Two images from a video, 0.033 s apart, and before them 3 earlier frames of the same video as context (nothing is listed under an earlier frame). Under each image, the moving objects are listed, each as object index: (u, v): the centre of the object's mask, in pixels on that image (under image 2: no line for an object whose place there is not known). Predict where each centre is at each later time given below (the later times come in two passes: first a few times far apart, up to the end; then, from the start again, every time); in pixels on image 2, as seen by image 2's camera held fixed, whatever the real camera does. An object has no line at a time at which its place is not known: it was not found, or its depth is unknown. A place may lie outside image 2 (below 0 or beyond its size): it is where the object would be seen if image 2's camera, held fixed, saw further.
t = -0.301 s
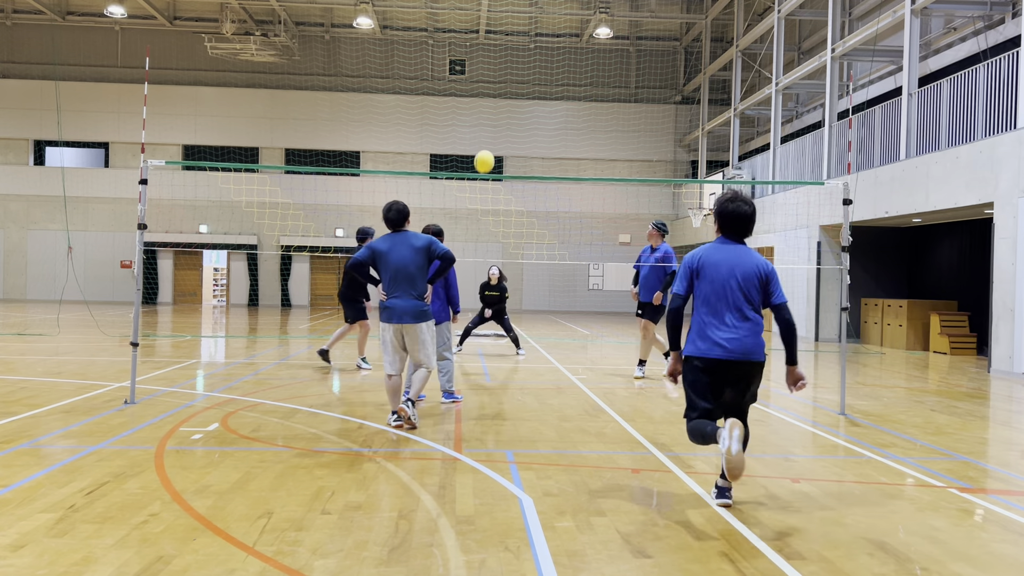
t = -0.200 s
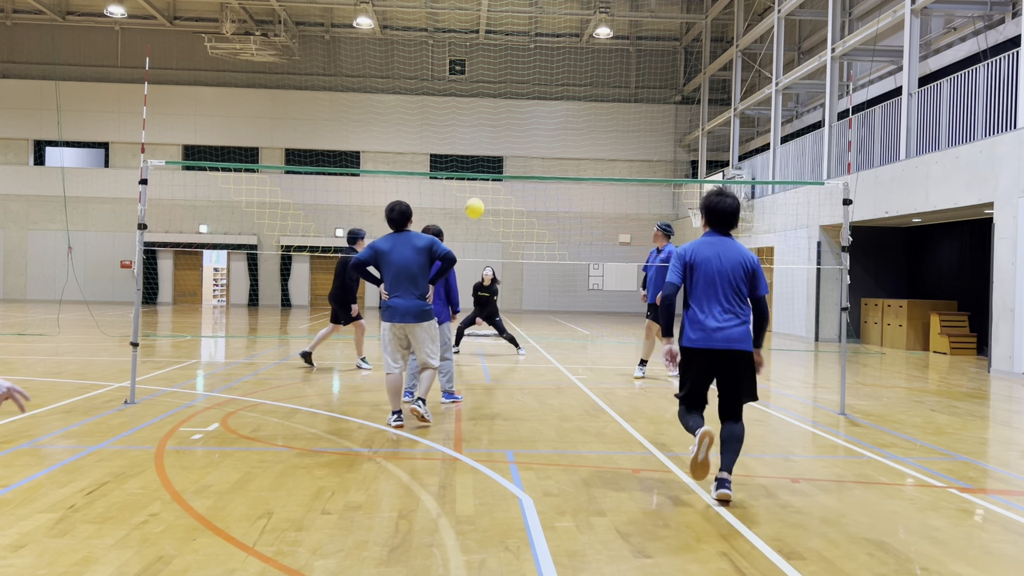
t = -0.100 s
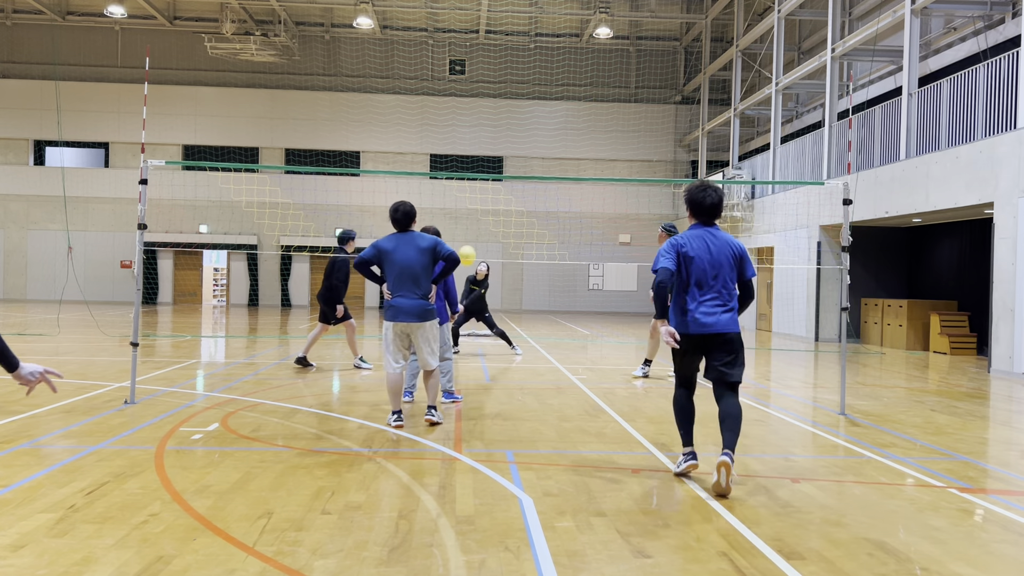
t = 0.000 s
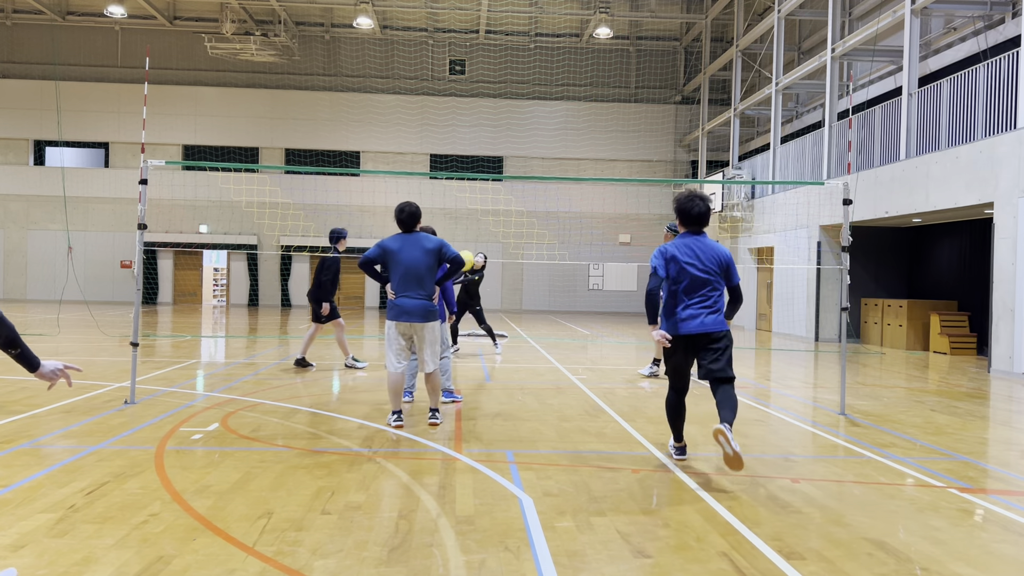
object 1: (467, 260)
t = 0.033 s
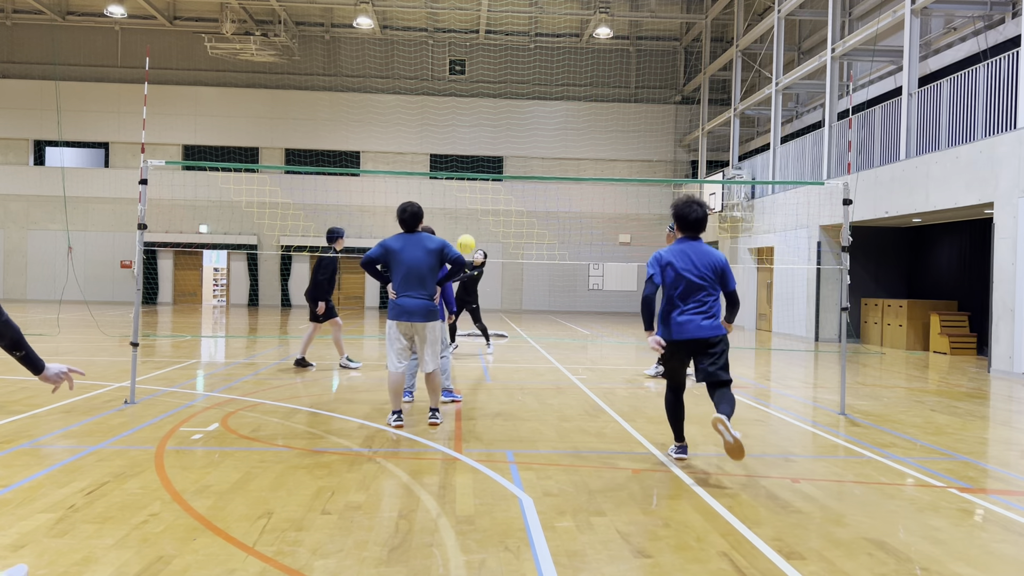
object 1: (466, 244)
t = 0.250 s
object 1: (474, 159)
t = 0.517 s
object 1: (486, 95)
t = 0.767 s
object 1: (497, 83)
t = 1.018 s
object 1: (509, 127)
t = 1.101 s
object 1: (514, 157)
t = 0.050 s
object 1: (466, 236)
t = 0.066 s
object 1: (467, 229)
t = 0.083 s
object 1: (468, 221)
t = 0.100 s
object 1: (468, 215)
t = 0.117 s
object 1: (469, 207)
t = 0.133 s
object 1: (469, 201)
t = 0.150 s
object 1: (470, 194)
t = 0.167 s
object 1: (470, 188)
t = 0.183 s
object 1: (471, 184)
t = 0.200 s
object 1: (472, 174)
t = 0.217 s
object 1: (472, 167)
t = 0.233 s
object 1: (473, 164)
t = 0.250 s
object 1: (474, 159)
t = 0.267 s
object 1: (474, 154)
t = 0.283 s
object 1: (475, 148)
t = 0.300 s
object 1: (476, 143)
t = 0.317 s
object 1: (477, 138)
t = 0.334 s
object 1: (477, 134)
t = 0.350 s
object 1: (478, 129)
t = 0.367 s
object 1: (479, 125)
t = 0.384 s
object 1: (480, 121)
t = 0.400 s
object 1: (480, 118)
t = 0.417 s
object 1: (481, 114)
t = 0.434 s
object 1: (482, 110)
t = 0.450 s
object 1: (483, 107)
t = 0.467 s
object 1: (483, 104)
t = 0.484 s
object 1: (484, 101)
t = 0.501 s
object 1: (485, 98)
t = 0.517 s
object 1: (486, 95)
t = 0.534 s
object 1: (486, 93)
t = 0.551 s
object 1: (487, 91)
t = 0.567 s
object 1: (488, 89)
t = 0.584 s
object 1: (489, 87)
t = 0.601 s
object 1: (490, 86)
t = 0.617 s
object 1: (490, 85)
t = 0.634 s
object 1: (491, 83)
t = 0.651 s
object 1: (492, 83)
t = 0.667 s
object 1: (492, 82)
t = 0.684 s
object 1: (493, 81)
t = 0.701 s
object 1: (494, 81)
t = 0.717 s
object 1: (495, 81)
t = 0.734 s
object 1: (496, 82)
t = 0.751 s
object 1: (496, 82)
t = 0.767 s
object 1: (497, 83)
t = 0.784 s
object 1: (498, 84)
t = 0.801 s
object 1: (499, 85)
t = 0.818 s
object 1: (500, 87)
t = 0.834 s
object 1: (500, 89)
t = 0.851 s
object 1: (501, 91)
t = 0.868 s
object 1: (502, 93)
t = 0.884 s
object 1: (503, 96)
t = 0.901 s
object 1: (504, 99)
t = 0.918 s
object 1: (504, 102)
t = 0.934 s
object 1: (505, 105)
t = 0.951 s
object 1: (506, 109)
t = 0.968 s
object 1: (507, 113)
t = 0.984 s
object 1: (508, 118)
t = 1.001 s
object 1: (508, 122)
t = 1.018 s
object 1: (509, 127)
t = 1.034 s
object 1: (510, 133)
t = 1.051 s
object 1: (511, 138)
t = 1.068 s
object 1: (512, 144)
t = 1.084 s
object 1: (513, 151)
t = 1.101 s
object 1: (514, 157)
